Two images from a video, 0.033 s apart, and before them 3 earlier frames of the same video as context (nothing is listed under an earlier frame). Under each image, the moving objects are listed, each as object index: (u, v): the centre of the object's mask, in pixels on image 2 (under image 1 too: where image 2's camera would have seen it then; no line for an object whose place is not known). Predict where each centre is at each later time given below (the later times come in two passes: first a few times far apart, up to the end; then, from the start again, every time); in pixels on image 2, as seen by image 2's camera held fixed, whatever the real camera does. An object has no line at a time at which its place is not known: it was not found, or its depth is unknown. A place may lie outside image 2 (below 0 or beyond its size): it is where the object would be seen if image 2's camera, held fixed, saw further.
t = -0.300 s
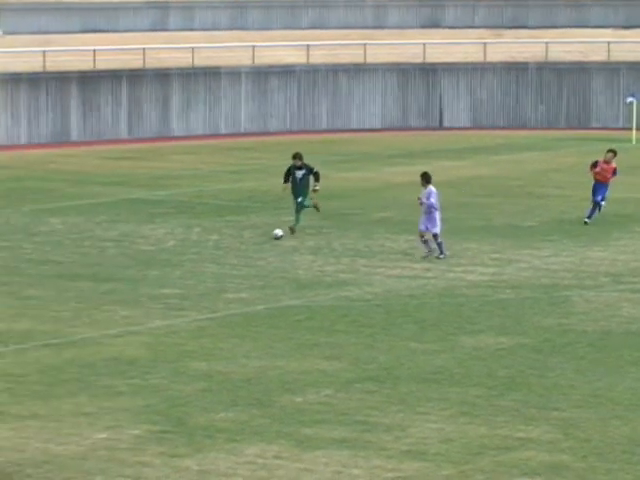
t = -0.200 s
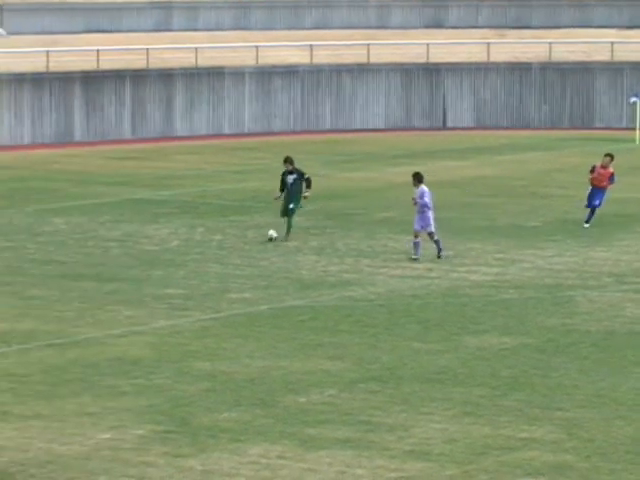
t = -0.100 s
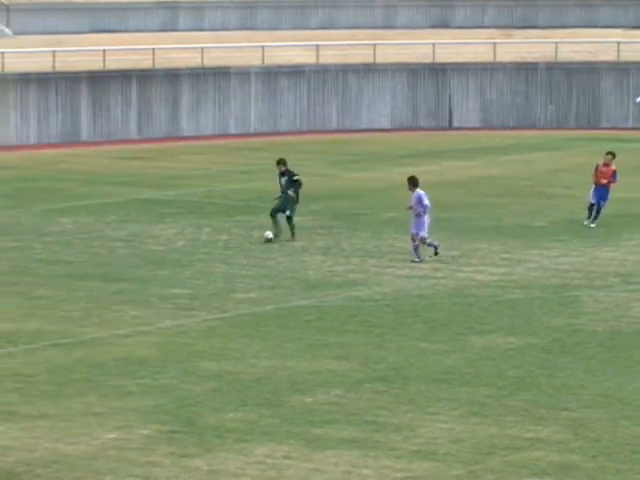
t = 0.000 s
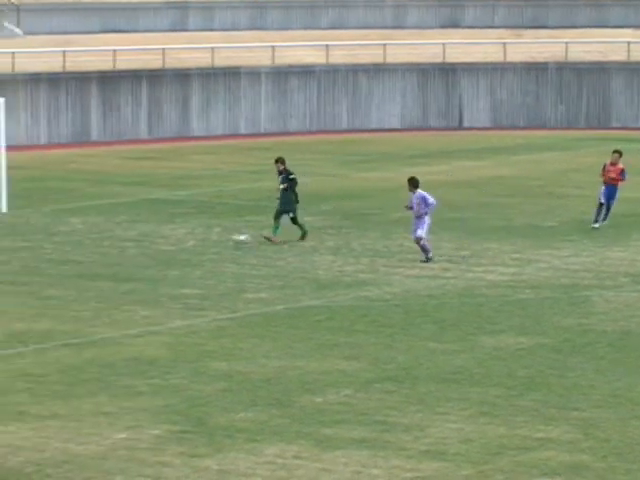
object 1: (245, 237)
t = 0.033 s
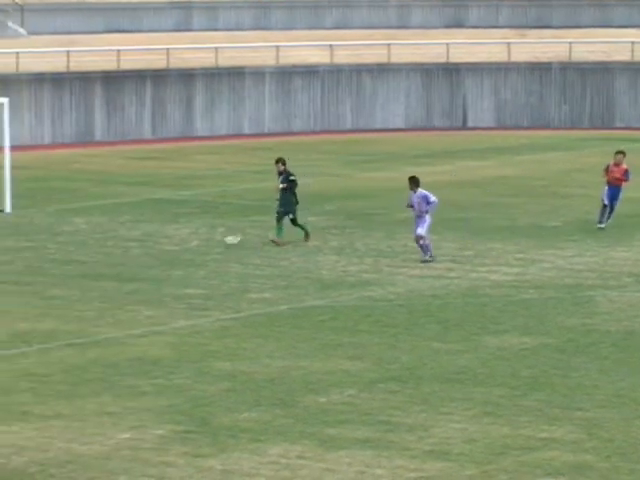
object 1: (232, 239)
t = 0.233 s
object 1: (147, 260)
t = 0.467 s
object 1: (58, 282)
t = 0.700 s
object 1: (-18, 299)
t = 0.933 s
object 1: (-82, 313)
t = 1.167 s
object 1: (-148, 330)
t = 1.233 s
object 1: (-167, 334)
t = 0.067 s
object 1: (217, 243)
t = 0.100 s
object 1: (202, 247)
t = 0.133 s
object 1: (189, 251)
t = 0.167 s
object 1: (172, 257)
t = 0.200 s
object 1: (161, 259)
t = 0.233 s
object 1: (147, 260)
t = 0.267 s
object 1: (135, 261)
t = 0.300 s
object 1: (123, 263)
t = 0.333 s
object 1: (110, 266)
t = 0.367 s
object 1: (96, 269)
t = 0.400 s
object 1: (84, 273)
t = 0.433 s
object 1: (70, 278)
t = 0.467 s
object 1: (58, 282)
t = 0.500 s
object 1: (47, 282)
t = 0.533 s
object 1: (37, 283)
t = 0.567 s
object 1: (26, 285)
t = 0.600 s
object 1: (15, 287)
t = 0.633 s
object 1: (4, 290)
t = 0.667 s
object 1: (-8, 294)
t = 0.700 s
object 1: (-18, 299)
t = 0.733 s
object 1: (-28, 300)
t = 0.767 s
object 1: (-37, 300)
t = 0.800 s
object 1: (-47, 301)
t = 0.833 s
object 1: (-56, 303)
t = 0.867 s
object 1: (-64, 305)
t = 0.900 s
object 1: (-73, 309)
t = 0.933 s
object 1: (-82, 313)
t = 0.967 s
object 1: (-91, 316)
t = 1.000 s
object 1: (-100, 317)
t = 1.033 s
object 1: (-110, 318)
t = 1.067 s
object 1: (-119, 319)
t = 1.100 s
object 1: (-129, 322)
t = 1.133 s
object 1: (-139, 326)
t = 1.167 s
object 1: (-148, 330)
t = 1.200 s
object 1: (-157, 331)
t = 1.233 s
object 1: (-167, 334)
